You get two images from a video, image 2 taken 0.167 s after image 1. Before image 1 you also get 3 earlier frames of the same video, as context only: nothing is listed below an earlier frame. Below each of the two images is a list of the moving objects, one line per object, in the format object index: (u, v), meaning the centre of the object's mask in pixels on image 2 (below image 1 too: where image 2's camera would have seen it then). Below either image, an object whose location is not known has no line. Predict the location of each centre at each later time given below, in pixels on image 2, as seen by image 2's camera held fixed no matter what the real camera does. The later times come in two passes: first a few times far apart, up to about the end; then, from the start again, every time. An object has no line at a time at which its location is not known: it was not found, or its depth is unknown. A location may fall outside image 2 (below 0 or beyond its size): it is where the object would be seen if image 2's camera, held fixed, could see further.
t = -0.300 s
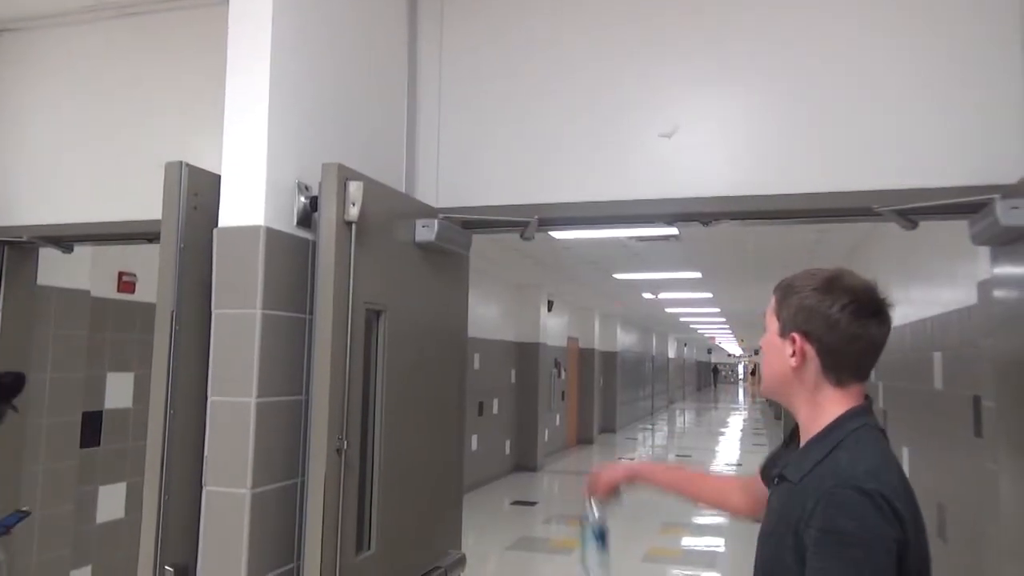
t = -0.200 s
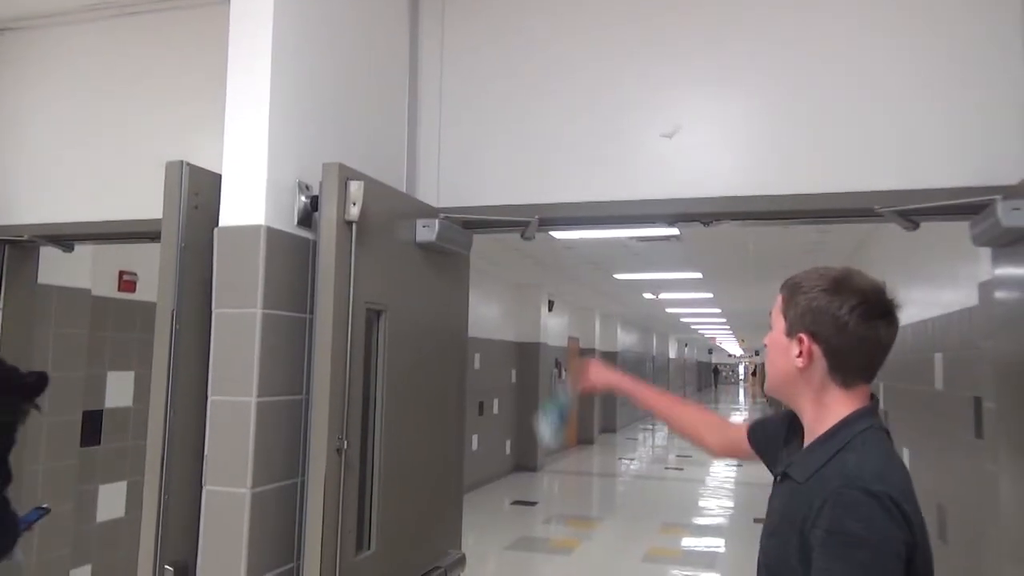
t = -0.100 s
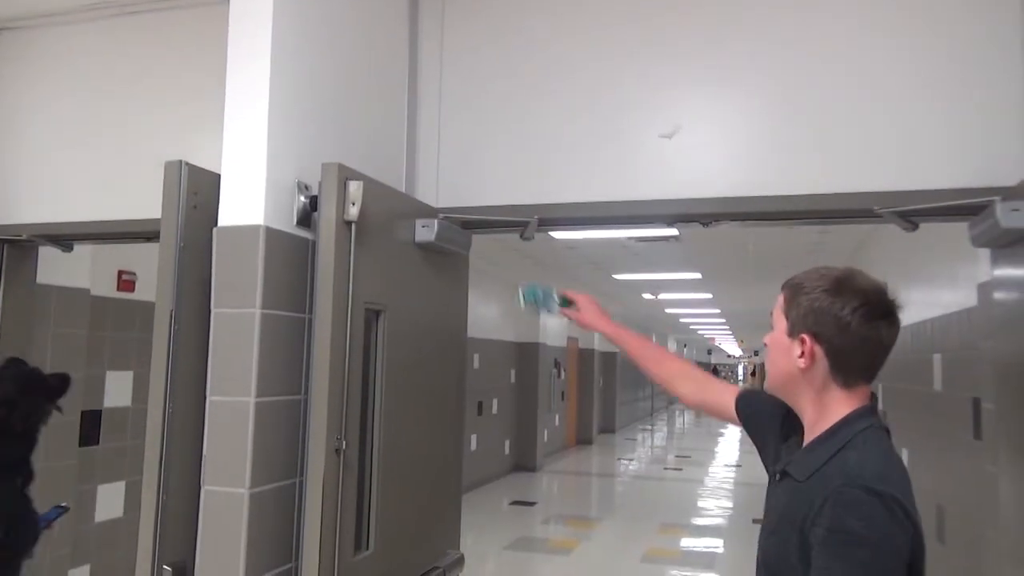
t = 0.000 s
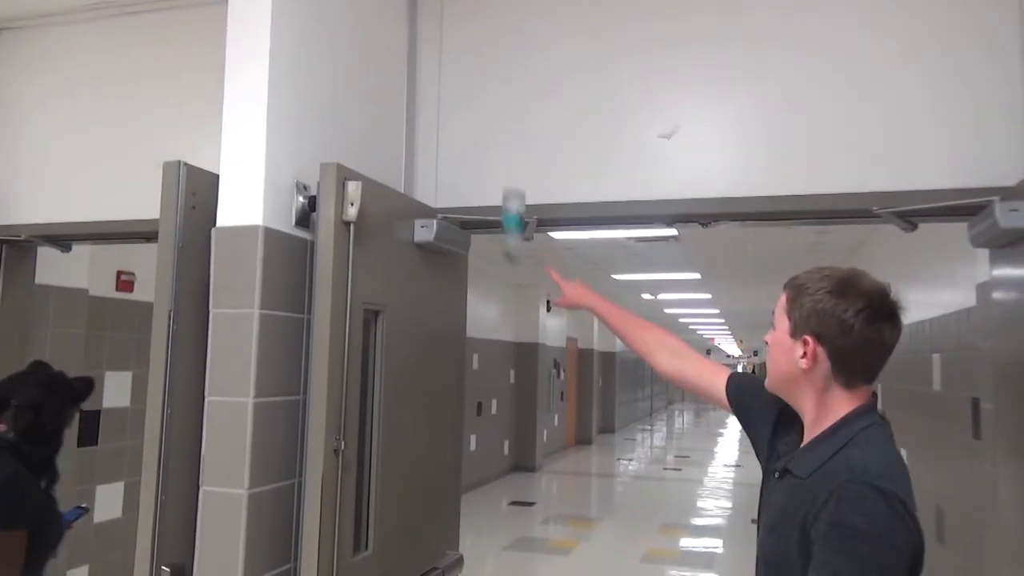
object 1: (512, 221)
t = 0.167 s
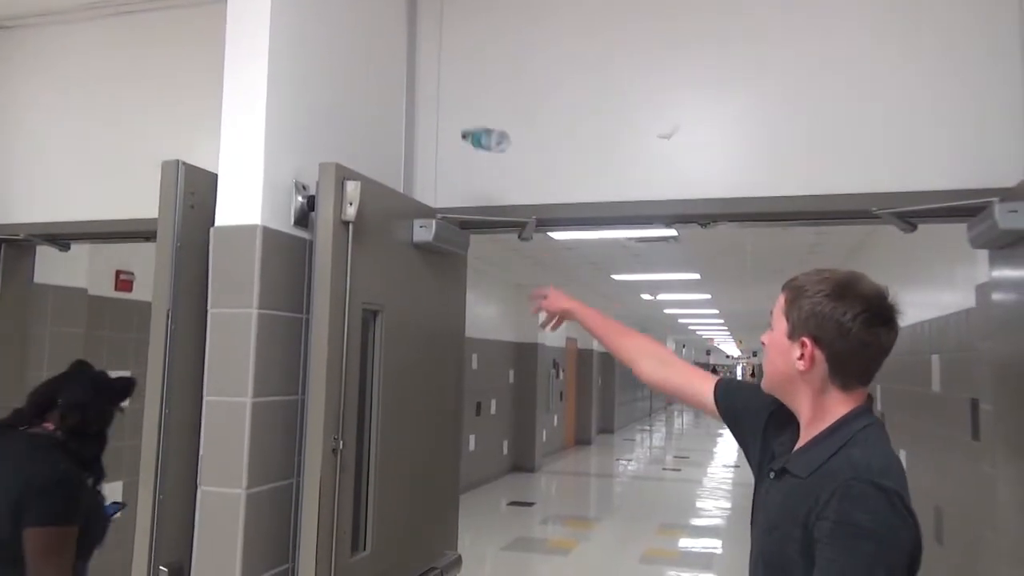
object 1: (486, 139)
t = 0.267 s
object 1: (474, 141)
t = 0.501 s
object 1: (454, 186)
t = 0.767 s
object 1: (454, 186)
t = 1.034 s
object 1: (453, 187)
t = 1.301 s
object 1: (453, 187)
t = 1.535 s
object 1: (454, 186)
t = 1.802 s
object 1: (455, 186)
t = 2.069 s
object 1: (457, 185)
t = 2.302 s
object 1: (458, 184)
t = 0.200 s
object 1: (482, 136)
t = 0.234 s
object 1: (478, 137)
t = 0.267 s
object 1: (474, 141)
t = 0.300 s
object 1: (469, 148)
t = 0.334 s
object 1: (464, 158)
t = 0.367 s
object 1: (460, 174)
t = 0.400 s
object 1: (456, 185)
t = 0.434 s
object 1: (455, 186)
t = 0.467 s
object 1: (455, 186)
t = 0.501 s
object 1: (454, 186)
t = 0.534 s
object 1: (453, 186)
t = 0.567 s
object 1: (454, 186)
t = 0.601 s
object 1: (454, 186)
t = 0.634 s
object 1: (453, 186)
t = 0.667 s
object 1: (454, 187)
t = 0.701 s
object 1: (453, 187)
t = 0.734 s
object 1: (454, 186)
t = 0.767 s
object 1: (454, 186)
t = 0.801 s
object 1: (454, 186)
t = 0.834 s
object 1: (453, 186)
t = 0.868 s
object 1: (454, 186)
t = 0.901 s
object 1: (454, 186)
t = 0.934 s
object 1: (453, 186)
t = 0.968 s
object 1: (453, 187)
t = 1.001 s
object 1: (453, 186)
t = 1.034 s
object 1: (453, 187)
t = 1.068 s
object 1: (453, 187)
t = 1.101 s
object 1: (453, 186)
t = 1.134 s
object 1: (453, 186)
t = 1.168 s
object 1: (453, 187)
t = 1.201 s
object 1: (453, 187)
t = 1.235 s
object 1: (453, 187)
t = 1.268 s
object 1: (453, 187)
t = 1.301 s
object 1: (453, 187)
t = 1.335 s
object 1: (453, 186)
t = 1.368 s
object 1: (453, 187)
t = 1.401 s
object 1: (453, 186)
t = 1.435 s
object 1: (453, 186)
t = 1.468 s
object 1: (453, 186)
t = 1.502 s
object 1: (454, 186)
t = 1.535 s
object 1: (454, 186)
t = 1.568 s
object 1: (454, 186)
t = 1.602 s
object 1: (454, 186)
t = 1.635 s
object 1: (454, 186)
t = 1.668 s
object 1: (454, 186)
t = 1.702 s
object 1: (454, 186)
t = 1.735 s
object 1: (455, 186)
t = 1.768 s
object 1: (455, 186)
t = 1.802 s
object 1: (455, 186)
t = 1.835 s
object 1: (455, 186)
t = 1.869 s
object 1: (456, 186)
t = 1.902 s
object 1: (456, 185)
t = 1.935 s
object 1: (456, 186)
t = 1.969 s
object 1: (457, 185)
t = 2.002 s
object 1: (457, 185)
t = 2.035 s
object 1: (457, 185)
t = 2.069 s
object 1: (457, 185)
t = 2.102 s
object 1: (457, 185)
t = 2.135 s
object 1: (458, 185)
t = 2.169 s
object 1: (458, 185)
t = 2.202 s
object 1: (458, 185)
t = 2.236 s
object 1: (458, 185)
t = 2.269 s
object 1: (458, 184)
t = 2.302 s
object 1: (458, 184)
